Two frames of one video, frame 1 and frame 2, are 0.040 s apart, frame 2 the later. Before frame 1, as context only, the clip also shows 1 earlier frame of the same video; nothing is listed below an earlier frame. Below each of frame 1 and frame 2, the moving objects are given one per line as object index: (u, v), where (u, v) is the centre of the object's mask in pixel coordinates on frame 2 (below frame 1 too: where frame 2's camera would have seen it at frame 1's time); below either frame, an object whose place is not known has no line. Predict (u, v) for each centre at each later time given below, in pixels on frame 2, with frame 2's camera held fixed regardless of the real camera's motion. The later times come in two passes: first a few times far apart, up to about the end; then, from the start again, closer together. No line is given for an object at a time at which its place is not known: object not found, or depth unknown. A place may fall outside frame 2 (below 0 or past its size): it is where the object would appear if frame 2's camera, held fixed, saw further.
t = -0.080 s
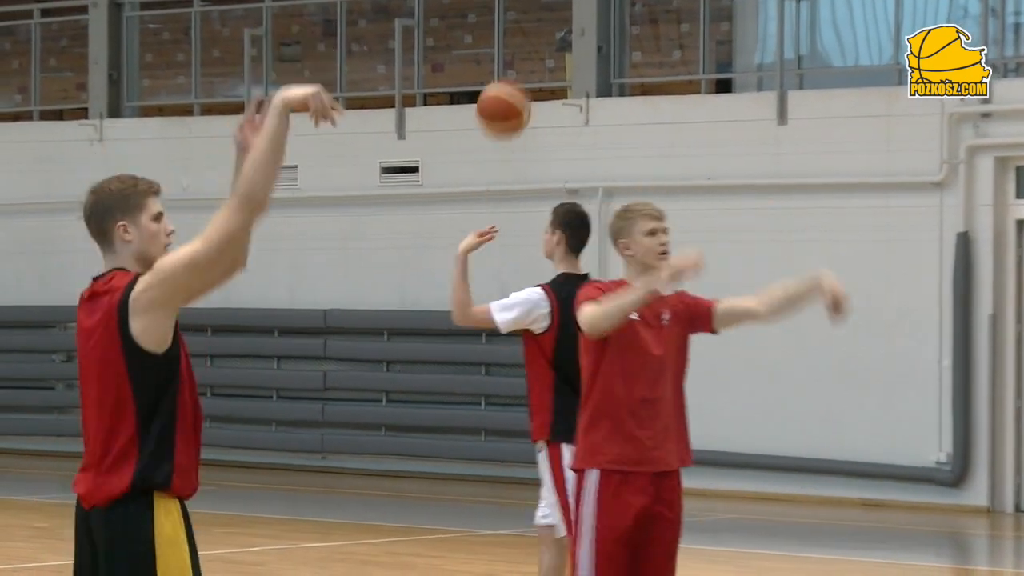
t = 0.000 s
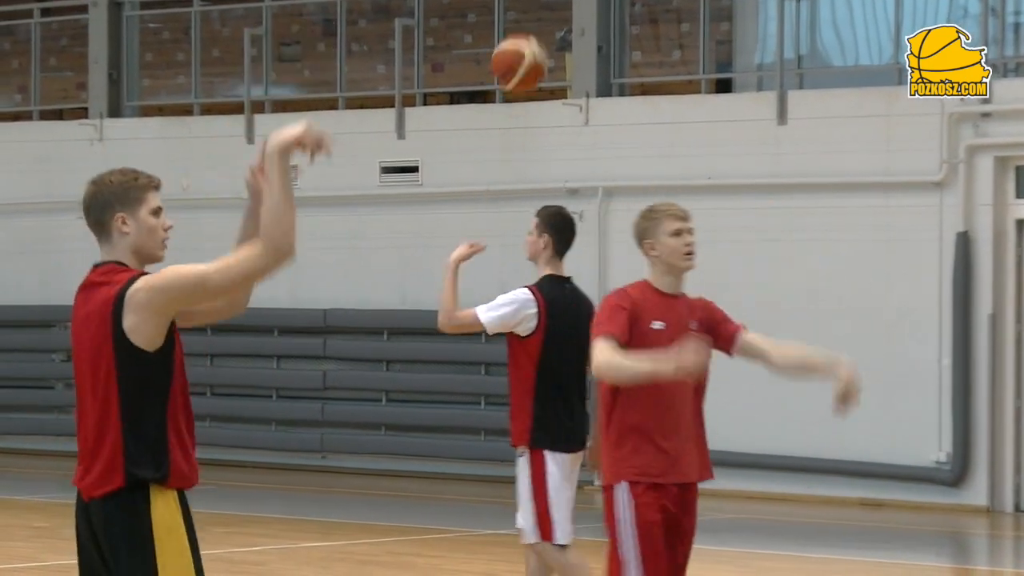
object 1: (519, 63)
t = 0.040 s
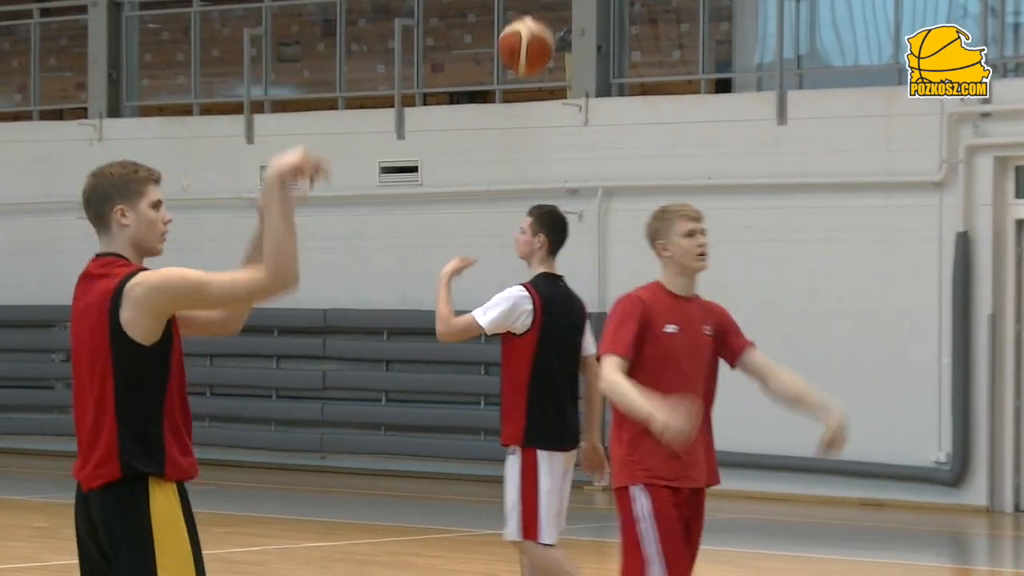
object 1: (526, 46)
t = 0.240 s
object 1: (563, 18)
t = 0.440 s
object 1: (604, 69)
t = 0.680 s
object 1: (650, 270)
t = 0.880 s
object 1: (692, 545)
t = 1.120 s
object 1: (705, 475)
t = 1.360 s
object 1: (706, 315)
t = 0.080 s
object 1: (534, 32)
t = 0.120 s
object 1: (542, 24)
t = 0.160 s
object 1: (549, 20)
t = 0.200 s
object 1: (556, 18)
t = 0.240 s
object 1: (563, 18)
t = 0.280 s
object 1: (571, 20)
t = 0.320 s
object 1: (579, 25)
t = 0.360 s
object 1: (588, 34)
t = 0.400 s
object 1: (596, 50)
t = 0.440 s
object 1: (604, 69)
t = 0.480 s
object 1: (611, 92)
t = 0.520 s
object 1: (619, 120)
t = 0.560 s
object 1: (627, 150)
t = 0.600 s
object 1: (635, 186)
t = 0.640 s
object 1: (643, 224)
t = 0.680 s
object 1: (650, 270)
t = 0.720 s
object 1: (658, 317)
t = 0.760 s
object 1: (667, 367)
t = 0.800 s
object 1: (675, 421)
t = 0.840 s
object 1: (684, 480)
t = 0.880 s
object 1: (692, 545)
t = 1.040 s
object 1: (707, 557)
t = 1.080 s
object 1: (706, 513)
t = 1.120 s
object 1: (705, 475)
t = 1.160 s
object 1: (706, 439)
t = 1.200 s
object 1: (706, 407)
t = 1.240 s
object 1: (706, 378)
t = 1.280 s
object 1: (707, 354)
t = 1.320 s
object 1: (706, 333)
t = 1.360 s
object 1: (706, 315)
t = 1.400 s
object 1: (706, 302)
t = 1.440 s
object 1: (706, 292)
